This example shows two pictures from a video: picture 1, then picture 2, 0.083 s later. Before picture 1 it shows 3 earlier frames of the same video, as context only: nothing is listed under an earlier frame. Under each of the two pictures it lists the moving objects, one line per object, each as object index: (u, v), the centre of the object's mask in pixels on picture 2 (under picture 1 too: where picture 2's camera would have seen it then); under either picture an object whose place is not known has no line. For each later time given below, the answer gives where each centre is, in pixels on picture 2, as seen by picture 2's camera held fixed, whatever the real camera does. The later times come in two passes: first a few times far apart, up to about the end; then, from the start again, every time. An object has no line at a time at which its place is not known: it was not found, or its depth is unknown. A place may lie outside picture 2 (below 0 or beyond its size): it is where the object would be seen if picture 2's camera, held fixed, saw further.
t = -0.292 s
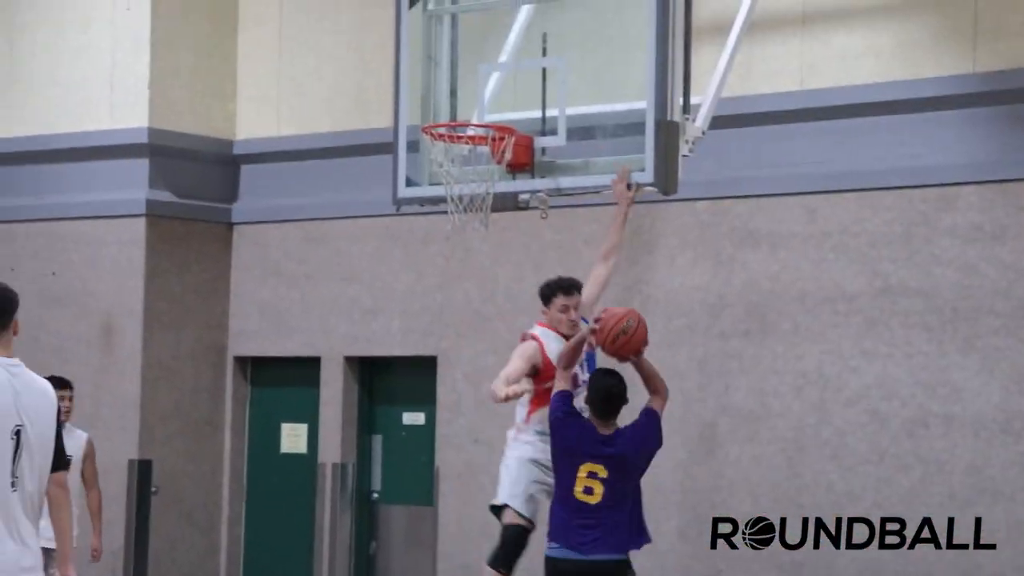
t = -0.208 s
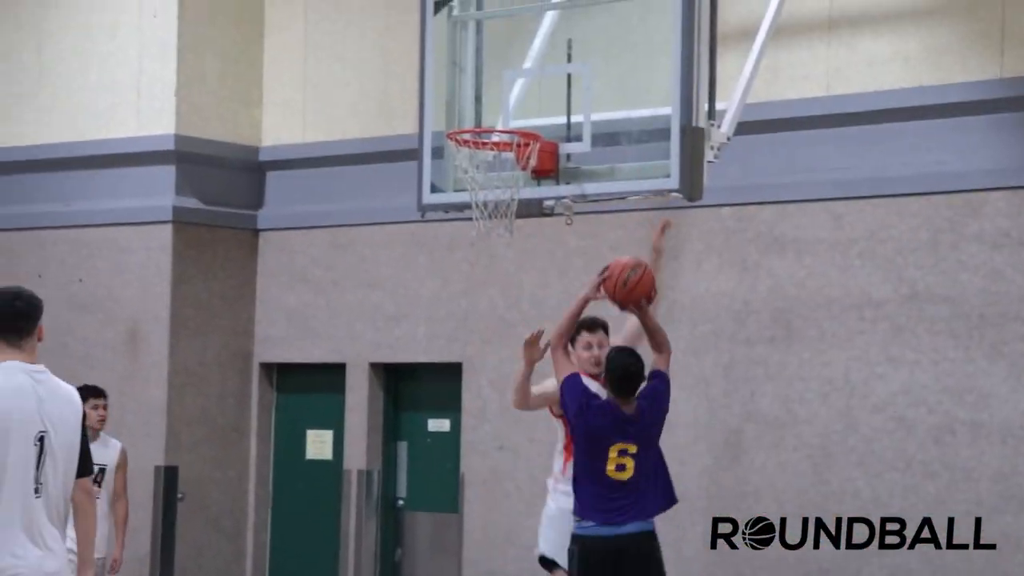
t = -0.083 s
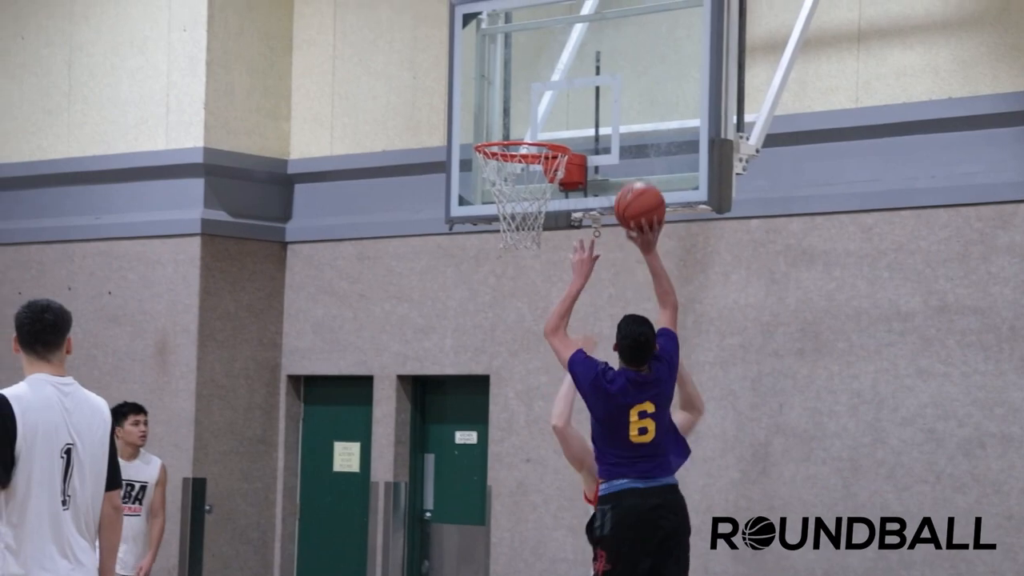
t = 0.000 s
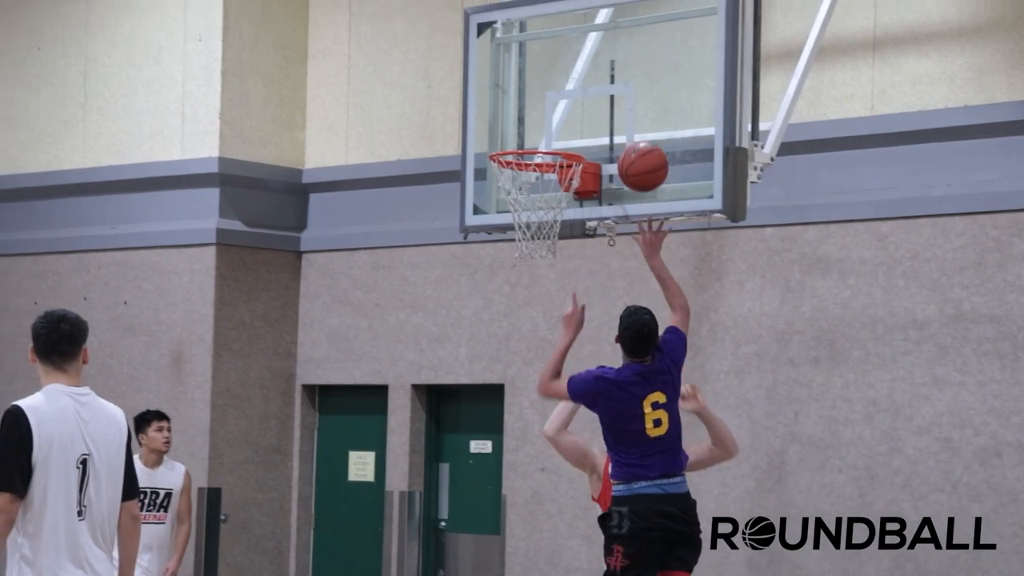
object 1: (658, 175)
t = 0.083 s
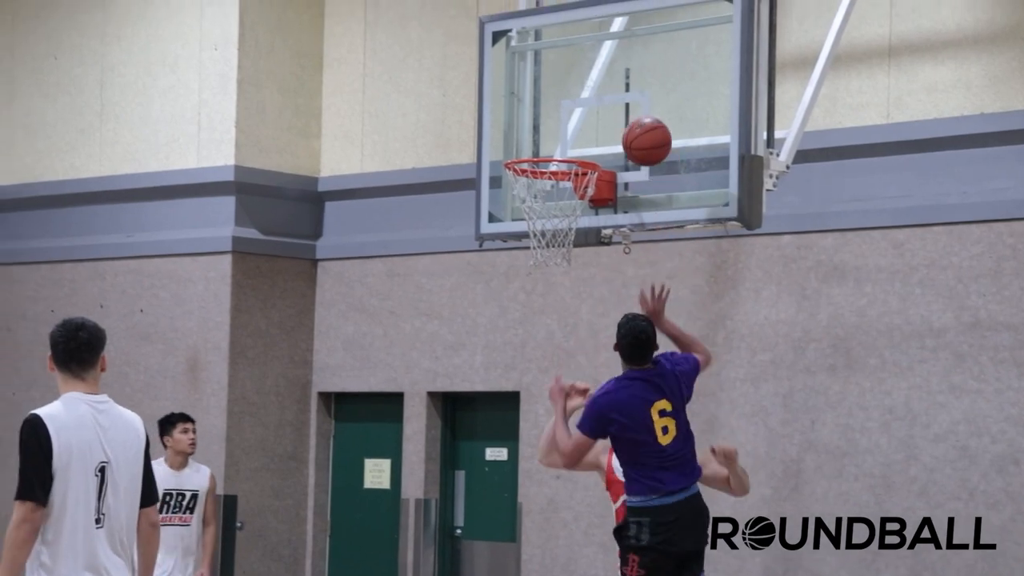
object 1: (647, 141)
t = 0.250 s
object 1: (624, 119)
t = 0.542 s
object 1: (531, 178)
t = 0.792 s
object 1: (562, 238)
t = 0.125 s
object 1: (641, 130)
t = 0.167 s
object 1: (635, 123)
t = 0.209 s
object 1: (630, 119)
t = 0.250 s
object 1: (624, 119)
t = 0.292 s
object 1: (619, 122)
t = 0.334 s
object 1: (606, 124)
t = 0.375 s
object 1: (590, 129)
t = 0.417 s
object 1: (574, 137)
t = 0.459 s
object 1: (557, 143)
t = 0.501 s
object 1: (539, 162)
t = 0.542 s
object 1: (531, 178)
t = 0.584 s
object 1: (532, 190)
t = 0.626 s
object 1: (534, 205)
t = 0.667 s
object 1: (540, 215)
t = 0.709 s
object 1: (547, 219)
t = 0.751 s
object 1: (555, 227)
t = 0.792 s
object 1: (562, 238)
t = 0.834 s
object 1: (569, 250)
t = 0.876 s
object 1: (576, 267)
